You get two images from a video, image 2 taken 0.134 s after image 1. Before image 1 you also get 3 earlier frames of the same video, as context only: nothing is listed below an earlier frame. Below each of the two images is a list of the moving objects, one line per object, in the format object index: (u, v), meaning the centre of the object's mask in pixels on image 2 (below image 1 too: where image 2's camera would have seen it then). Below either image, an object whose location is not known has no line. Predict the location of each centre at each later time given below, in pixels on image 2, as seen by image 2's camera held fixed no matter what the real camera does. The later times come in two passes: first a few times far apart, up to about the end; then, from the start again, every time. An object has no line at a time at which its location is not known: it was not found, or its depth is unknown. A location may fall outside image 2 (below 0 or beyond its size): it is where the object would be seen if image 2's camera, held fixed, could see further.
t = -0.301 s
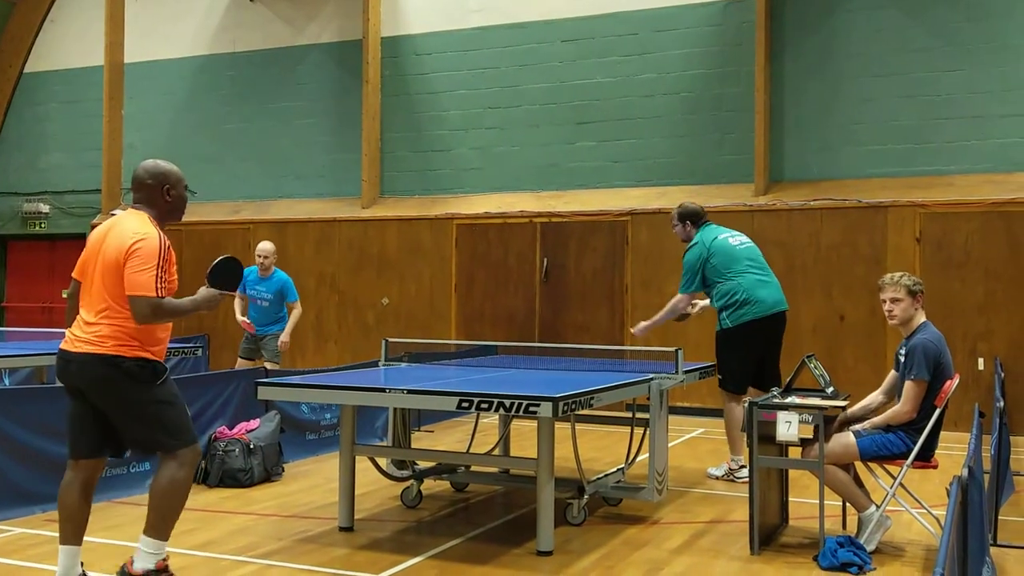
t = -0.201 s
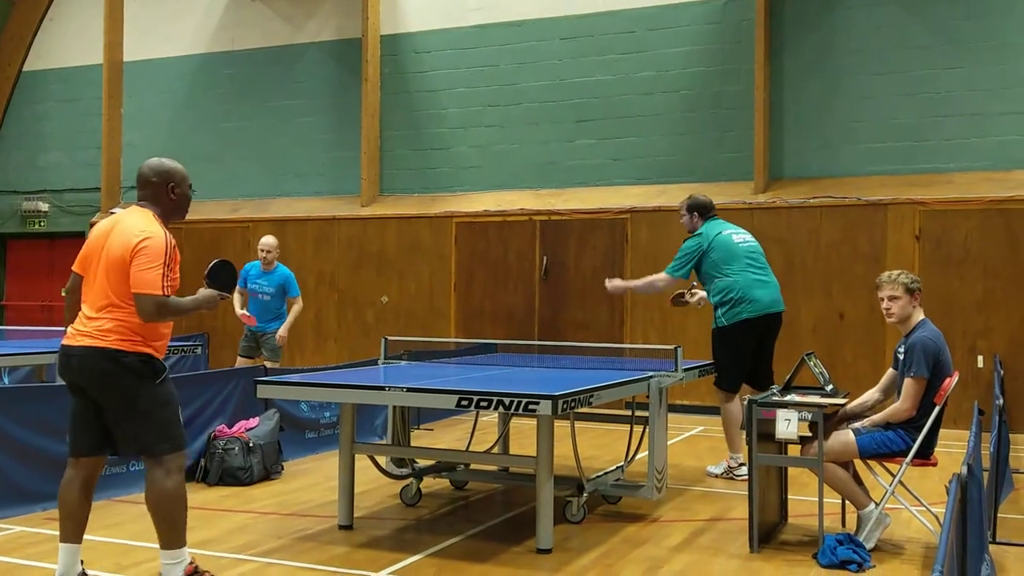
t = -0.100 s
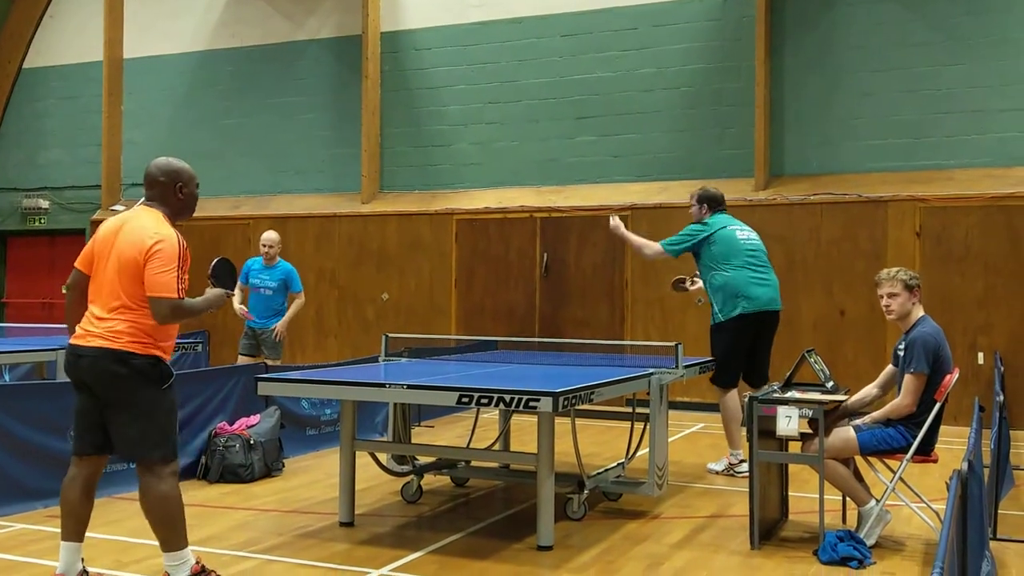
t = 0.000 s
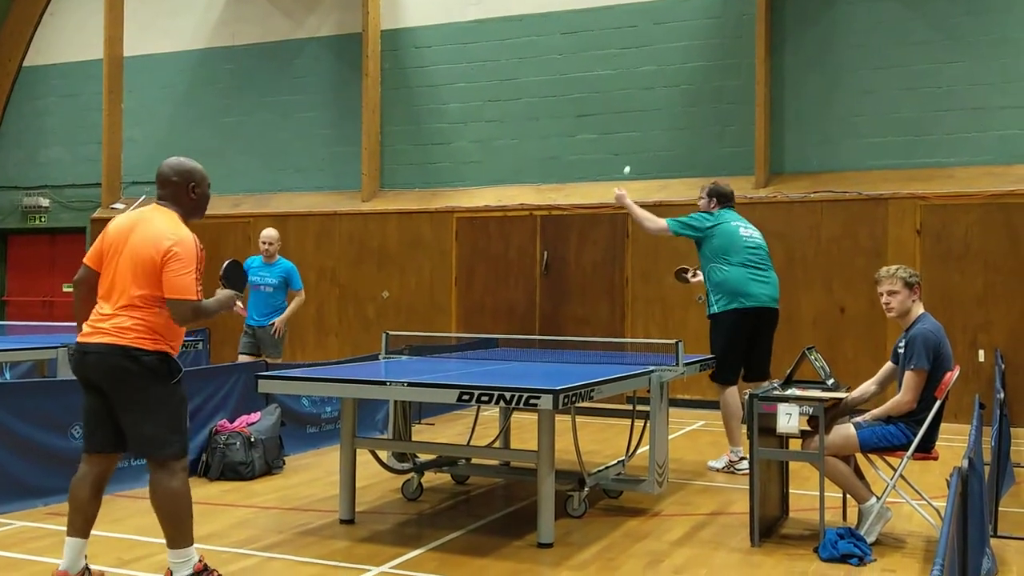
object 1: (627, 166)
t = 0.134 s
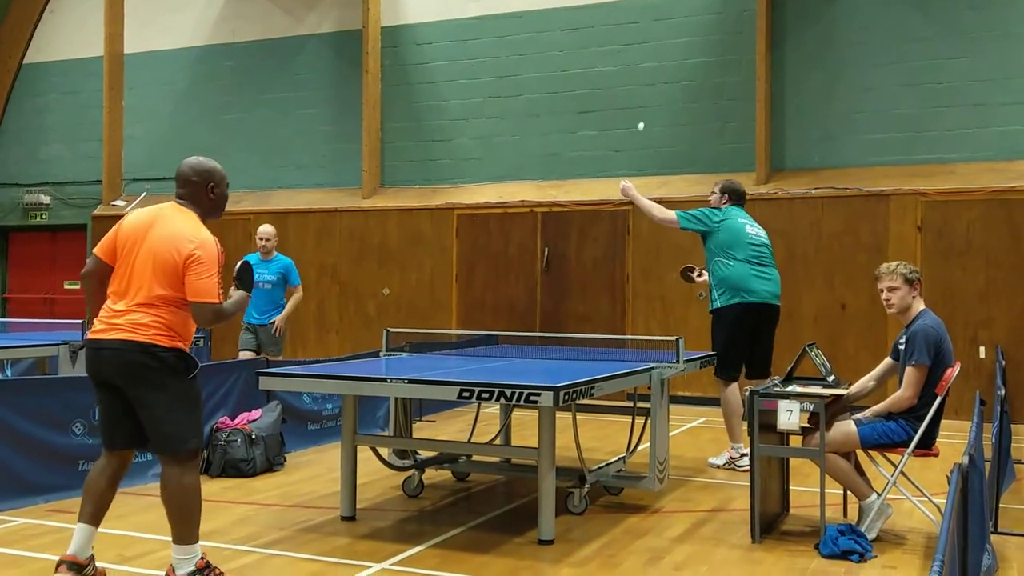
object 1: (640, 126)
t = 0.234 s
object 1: (650, 112)
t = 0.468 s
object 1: (670, 134)
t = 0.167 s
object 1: (644, 120)
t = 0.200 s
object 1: (647, 115)
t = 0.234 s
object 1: (650, 112)
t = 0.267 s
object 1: (653, 111)
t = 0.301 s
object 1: (656, 111)
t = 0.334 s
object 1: (659, 113)
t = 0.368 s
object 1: (661, 115)
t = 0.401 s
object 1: (665, 120)
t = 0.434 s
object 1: (667, 126)
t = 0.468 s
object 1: (670, 134)
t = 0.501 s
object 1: (673, 143)
